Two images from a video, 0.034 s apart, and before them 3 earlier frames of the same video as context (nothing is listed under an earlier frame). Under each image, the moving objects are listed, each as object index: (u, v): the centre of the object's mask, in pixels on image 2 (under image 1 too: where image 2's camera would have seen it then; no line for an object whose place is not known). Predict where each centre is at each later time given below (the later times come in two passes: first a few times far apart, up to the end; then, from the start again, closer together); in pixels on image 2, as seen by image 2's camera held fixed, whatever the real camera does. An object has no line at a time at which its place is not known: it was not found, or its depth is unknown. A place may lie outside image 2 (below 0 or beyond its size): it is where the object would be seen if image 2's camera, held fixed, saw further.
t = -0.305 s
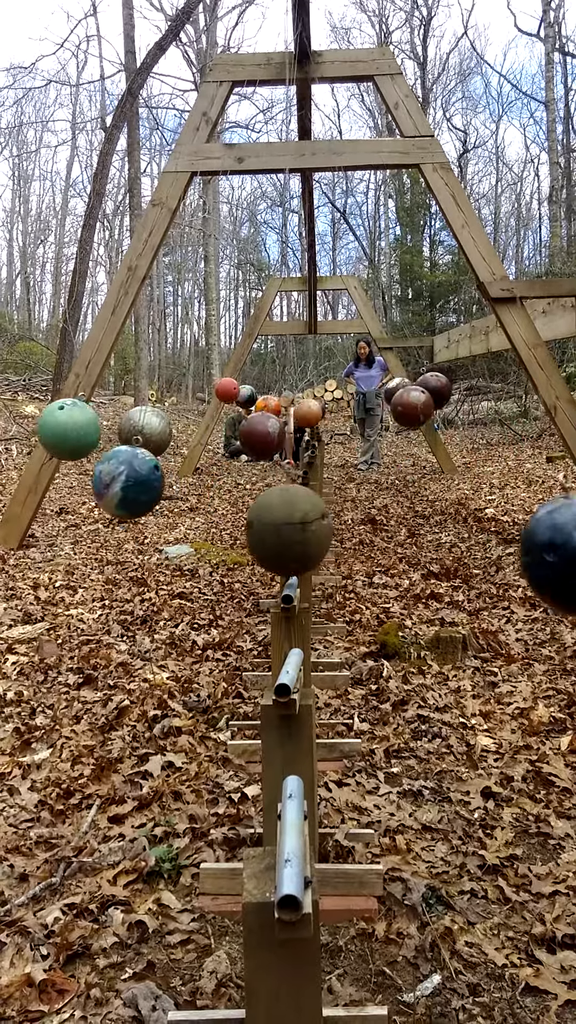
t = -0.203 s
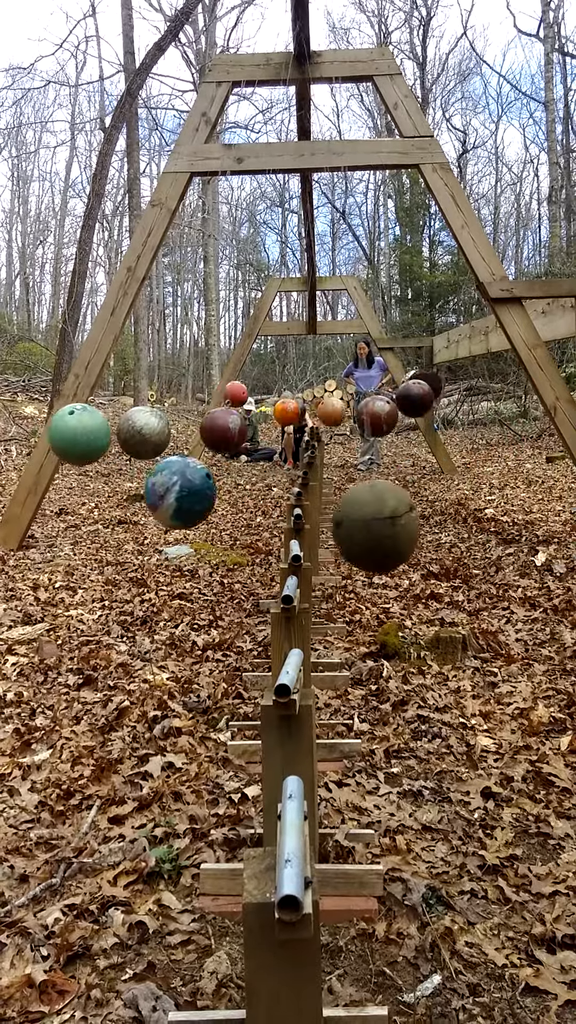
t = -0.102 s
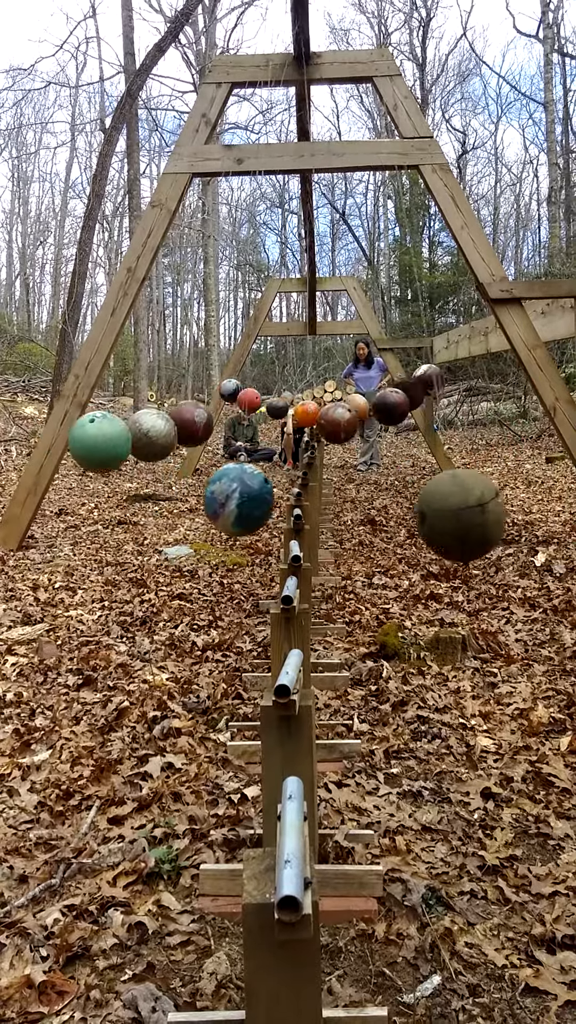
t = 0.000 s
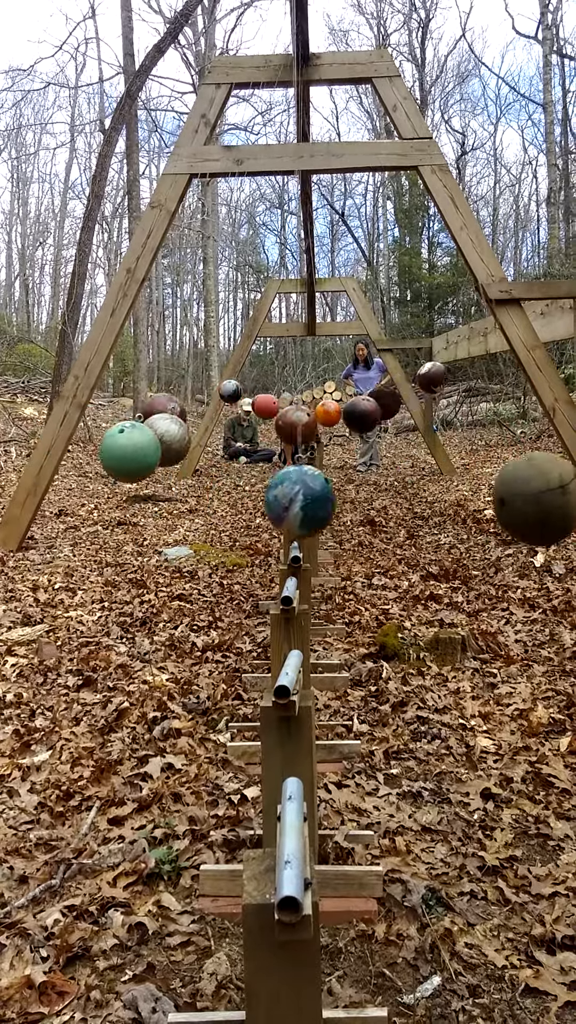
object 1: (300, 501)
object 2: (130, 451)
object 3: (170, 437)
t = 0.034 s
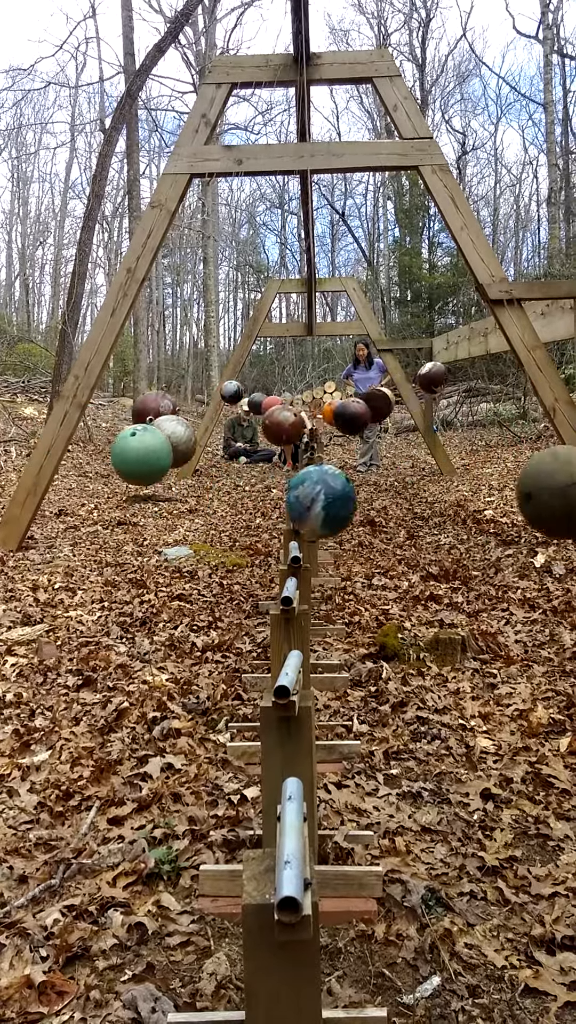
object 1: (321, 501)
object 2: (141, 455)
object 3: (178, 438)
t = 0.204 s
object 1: (422, 490)
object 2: (212, 468)
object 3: (211, 435)
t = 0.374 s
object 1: (509, 470)
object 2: (295, 474)
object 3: (259, 453)
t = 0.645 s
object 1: (567, 440)
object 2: (428, 459)
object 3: (360, 453)
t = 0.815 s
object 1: (572, 435)
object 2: (494, 441)
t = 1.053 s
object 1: (553, 453)
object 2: (539, 411)
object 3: (460, 430)
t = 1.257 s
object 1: (474, 480)
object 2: (545, 422)
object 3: (473, 422)
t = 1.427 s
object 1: (373, 496)
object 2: (513, 434)
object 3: (457, 431)
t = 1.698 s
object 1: (199, 496)
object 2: (406, 464)
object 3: (389, 433)
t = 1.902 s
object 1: (92, 475)
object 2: (299, 474)
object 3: (333, 451)
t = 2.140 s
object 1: (26, 453)
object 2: (180, 463)
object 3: (240, 454)
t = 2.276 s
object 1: (21, 449)
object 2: (126, 451)
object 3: (200, 448)
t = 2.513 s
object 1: (41, 452)
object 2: (80, 425)
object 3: (153, 437)
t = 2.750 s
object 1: (139, 486)
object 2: (76, 435)
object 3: (146, 431)
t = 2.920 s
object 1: (232, 499)
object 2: (113, 447)
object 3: (167, 440)
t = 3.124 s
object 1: (355, 499)
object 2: (189, 464)
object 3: (222, 445)
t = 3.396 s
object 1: (503, 472)
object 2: (320, 473)
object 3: (294, 448)
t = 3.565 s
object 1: (555, 451)
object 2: (403, 464)
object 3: (359, 452)
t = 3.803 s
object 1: (572, 438)
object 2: (497, 440)
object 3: (430, 440)
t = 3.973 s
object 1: (564, 439)
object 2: (533, 424)
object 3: (460, 430)
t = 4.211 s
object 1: (512, 469)
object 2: (547, 418)
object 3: (468, 427)
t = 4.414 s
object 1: (401, 493)
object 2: (507, 436)
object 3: (444, 435)
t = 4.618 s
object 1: (269, 500)
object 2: (430, 458)
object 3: (387, 445)
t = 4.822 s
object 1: (148, 488)
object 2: (327, 473)
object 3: (318, 441)
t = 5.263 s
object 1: (25, 451)
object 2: (123, 449)
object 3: (182, 444)
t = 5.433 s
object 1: (31, 451)
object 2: (84, 436)
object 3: (153, 437)
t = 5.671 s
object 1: (84, 466)
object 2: (69, 426)
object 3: (149, 435)
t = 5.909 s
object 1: (207, 497)
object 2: (119, 449)
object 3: (182, 443)
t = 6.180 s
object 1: (367, 497)
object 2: (227, 470)
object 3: (265, 453)
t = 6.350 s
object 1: (462, 482)
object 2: (310, 473)
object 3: (324, 443)
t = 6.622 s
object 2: (439, 456)
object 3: (398, 443)
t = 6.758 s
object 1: (571, 440)
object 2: (489, 443)
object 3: (435, 437)
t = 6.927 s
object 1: (572, 440)
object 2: (532, 426)
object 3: (463, 430)
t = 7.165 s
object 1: (541, 441)
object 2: (546, 410)
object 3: (465, 429)
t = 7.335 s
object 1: (467, 480)
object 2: (520, 431)
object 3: (439, 433)
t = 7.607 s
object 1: (299, 501)
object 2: (423, 460)
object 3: (367, 452)
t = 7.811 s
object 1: (175, 492)
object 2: (320, 472)
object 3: (287, 452)
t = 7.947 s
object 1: (107, 479)
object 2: (250, 471)
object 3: (249, 439)
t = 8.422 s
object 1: (27, 454)
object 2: (83, 436)
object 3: (150, 436)
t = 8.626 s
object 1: (76, 461)
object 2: (76, 422)
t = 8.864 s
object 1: (158, 483)
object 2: (114, 447)
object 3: (195, 442)
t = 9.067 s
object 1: (279, 501)
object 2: (187, 465)
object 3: (249, 453)
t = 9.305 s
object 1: (418, 491)
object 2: (299, 474)
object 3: (337, 453)
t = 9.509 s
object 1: (517, 468)
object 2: (399, 466)
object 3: (396, 432)
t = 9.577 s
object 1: (542, 460)
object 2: (428, 460)
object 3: (403, 434)
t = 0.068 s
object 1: (341, 500)
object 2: (154, 458)
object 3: (186, 437)
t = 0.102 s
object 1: (362, 498)
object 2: (167, 461)
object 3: (193, 436)
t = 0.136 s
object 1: (382, 495)
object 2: (182, 464)
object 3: (201, 435)
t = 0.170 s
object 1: (403, 493)
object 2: (197, 466)
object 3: (206, 434)
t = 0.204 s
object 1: (422, 490)
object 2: (212, 468)
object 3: (211, 435)
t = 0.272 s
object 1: (459, 483)
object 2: (245, 472)
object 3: (224, 442)
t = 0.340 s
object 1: (493, 474)
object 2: (278, 474)
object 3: (247, 450)
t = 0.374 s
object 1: (509, 470)
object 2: (295, 474)
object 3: (259, 453)
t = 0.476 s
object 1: (547, 457)
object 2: (347, 471)
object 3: (299, 457)
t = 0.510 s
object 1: (553, 453)
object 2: (364, 470)
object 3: (313, 457)
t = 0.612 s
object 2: (413, 462)
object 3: (349, 454)
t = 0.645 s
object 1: (567, 440)
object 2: (428, 459)
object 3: (360, 453)
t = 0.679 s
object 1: (570, 438)
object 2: (443, 456)
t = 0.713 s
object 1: (570, 439)
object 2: (457, 453)
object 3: (382, 450)
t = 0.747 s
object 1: (571, 435)
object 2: (470, 449)
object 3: (393, 448)
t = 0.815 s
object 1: (572, 435)
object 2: (494, 441)
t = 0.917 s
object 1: (567, 431)
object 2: (522, 431)
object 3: (437, 438)
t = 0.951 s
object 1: (567, 428)
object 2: (528, 427)
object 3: (444, 436)
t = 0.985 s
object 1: (562, 433)
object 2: (530, 422)
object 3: (451, 434)
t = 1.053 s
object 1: (553, 453)
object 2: (539, 411)
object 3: (460, 430)
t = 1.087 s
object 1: (547, 457)
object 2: (545, 409)
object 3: (466, 428)
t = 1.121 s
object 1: (539, 461)
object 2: (550, 410)
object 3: (468, 428)
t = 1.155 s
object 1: (525, 466)
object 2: (551, 414)
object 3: (471, 427)
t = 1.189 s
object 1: (509, 470)
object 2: (550, 419)
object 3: (470, 425)
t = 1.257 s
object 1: (474, 480)
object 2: (545, 422)
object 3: (473, 422)
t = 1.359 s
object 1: (416, 491)
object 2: (530, 429)
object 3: (467, 429)
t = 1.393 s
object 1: (395, 494)
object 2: (521, 431)
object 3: (463, 429)
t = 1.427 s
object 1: (373, 496)
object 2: (513, 434)
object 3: (457, 431)
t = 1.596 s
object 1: (262, 501)
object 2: (453, 454)
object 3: (415, 436)
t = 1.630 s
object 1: (241, 500)
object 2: (438, 457)
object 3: (404, 437)
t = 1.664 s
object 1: (219, 498)
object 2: (422, 461)
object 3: (397, 435)
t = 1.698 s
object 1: (199, 496)
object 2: (406, 464)
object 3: (389, 433)
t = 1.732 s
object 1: (179, 493)
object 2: (389, 467)
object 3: (382, 434)
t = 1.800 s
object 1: (141, 487)
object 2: (354, 471)
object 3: (368, 439)
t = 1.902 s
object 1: (92, 475)
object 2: (299, 474)
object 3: (333, 451)
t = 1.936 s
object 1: (78, 471)
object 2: (281, 474)
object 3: (320, 453)
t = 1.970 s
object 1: (65, 468)
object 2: (263, 473)
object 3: (306, 455)
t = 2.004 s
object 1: (54, 464)
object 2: (245, 472)
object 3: (292, 456)
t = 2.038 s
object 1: (44, 461)
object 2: (228, 470)
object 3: (278, 456)
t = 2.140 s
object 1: (26, 453)
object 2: (180, 463)
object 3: (240, 454)
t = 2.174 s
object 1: (24, 452)
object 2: (165, 460)
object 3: (229, 453)
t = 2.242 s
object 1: (21, 450)
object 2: (138, 454)
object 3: (209, 450)
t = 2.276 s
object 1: (21, 449)
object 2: (126, 451)
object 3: (200, 448)
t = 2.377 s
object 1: (31, 444)
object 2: (97, 441)
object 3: (175, 443)
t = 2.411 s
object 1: (30, 440)
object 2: (89, 439)
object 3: (168, 441)
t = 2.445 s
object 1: (31, 440)
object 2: (85, 435)
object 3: (163, 439)
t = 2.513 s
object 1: (41, 452)
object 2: (80, 425)
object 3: (153, 437)
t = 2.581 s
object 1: (65, 466)
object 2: (69, 421)
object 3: (147, 434)
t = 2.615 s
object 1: (80, 472)
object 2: (66, 423)
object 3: (145, 434)
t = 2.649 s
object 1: (93, 475)
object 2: (66, 427)
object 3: (144, 434)
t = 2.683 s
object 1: (107, 479)
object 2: (68, 430)
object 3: (145, 433)
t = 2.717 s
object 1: (122, 483)
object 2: (72, 433)
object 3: (146, 431)
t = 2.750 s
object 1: (139, 486)
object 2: (76, 435)
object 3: (146, 431)
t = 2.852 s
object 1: (193, 495)
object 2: (96, 441)
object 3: (156, 438)
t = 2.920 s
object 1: (232, 499)
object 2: (113, 447)
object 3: (167, 440)
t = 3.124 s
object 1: (355, 499)
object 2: (189, 464)
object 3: (222, 445)
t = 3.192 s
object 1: (395, 495)
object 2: (219, 469)
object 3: (246, 444)
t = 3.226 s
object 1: (415, 491)
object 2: (235, 471)
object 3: (254, 443)
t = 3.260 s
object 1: (434, 488)
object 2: (252, 472)
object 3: (260, 439)
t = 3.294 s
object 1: (452, 484)
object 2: (269, 473)
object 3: (267, 440)
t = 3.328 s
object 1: (470, 480)
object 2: (286, 474)
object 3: (275, 442)
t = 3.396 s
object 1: (503, 472)
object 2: (320, 473)
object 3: (294, 448)
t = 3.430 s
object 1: (517, 468)
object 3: (307, 450)
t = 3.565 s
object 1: (555, 451)
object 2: (403, 464)
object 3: (359, 452)
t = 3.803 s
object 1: (572, 438)
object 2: (497, 440)
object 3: (430, 440)
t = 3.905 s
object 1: (570, 439)
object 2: (524, 430)
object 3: (450, 434)
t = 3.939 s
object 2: (530, 427)
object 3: (456, 432)
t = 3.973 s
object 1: (564, 439)
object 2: (533, 424)
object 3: (460, 430)
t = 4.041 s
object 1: (557, 432)
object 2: (538, 413)
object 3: (467, 428)
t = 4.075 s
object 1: (553, 434)
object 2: (541, 409)
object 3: (469, 427)
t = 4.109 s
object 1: (551, 445)
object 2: (544, 408)
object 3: (470, 427)
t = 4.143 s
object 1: (543, 456)
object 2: (547, 410)
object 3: (470, 426)
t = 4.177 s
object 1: (528, 463)
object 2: (548, 414)
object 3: (470, 427)
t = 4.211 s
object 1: (512, 469)
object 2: (547, 418)
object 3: (468, 427)
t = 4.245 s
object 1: (496, 473)
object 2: (543, 422)
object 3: (465, 425)
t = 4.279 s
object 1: (479, 478)
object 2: (538, 424)
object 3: (464, 425)
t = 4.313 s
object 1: (460, 481)
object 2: (532, 427)
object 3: (461, 426)
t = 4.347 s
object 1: (441, 486)
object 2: (525, 430)
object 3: (458, 429)
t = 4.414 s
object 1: (401, 493)
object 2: (507, 436)
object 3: (444, 435)
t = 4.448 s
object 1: (379, 496)
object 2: (496, 439)
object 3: (437, 437)
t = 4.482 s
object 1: (357, 497)
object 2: (485, 443)
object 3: (428, 439)
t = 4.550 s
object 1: (312, 501)
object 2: (459, 451)
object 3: (408, 443)
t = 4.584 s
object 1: (291, 501)
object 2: (445, 454)
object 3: (398, 445)
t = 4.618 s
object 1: (269, 500)
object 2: (430, 458)
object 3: (387, 445)
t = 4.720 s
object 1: (205, 496)
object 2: (380, 467)
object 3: (349, 446)
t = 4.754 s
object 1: (185, 494)
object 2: (363, 470)
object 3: (338, 445)
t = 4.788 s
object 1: (166, 491)
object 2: (345, 471)
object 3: (327, 443)
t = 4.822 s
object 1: (148, 488)
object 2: (327, 473)
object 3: (318, 441)
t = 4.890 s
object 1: (114, 481)
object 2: (291, 473)
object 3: (303, 442)
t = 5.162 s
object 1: (30, 455)
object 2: (160, 459)
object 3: (211, 449)
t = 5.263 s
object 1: (25, 451)
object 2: (123, 449)
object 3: (182, 444)
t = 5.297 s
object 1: (25, 450)
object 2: (112, 447)
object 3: (174, 443)
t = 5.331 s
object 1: (25, 451)
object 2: (103, 443)
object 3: (168, 441)
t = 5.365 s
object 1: (25, 451)
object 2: (95, 441)
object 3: (163, 440)
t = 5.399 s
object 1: (26, 453)
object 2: (88, 438)
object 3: (157, 438)
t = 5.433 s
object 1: (31, 451)
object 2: (84, 436)
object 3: (153, 437)
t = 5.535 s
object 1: (51, 447)
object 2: (77, 425)
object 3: (146, 435)
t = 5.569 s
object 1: (57, 449)
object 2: (74, 422)
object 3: (146, 435)
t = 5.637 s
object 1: (73, 459)
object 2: (69, 422)
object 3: (147, 435)
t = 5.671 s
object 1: (84, 466)
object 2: (69, 426)
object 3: (149, 435)
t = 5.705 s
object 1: (100, 474)
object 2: (73, 431)
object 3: (151, 435)
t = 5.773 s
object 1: (135, 485)
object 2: (86, 438)
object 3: (160, 435)
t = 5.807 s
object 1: (152, 489)
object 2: (93, 441)
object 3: (165, 435)
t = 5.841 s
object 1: (170, 492)
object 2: (101, 443)
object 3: (169, 437)
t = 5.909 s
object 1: (207, 497)
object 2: (119, 449)
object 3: (182, 443)
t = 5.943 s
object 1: (226, 498)
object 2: (129, 452)
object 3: (190, 446)
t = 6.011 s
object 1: (265, 500)
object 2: (153, 457)
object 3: (208, 449)
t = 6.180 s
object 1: (367, 497)
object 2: (227, 470)
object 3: (265, 453)
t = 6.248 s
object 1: (407, 492)
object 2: (259, 473)
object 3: (291, 451)
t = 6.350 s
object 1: (462, 482)
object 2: (310, 473)
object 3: (324, 443)
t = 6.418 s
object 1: (495, 474)
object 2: (344, 471)
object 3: (339, 439)
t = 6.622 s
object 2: (439, 456)
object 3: (398, 443)
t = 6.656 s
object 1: (563, 447)
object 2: (452, 453)
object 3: (409, 442)
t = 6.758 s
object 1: (571, 440)
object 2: (489, 443)
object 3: (435, 437)
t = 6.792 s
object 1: (572, 440)
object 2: (500, 439)
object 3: (443, 436)
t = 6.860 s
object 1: (573, 439)
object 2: (518, 433)
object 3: (455, 432)
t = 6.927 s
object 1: (572, 440)
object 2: (532, 426)
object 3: (463, 430)
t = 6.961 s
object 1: (571, 442)
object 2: (535, 424)
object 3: (465, 429)
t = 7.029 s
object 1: (565, 446)
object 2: (538, 416)
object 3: (469, 428)
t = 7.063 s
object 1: (558, 443)
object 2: (539, 413)
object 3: (469, 428)
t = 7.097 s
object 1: (550, 441)
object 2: (541, 409)
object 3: (469, 428)
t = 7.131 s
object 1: (545, 439)
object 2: (544, 409)
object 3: (467, 428)
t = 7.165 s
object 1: (541, 441)
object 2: (546, 410)
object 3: (465, 429)
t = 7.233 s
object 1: (522, 456)
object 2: (542, 419)
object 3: (457, 431)
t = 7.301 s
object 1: (487, 472)
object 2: (528, 428)
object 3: (446, 432)
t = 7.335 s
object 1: (467, 480)
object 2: (520, 431)
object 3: (439, 433)
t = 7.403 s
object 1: (426, 490)
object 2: (501, 438)
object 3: (427, 435)
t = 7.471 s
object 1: (385, 495)
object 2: (479, 445)
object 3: (410, 442)
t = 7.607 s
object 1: (299, 501)
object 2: (423, 460)
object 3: (367, 452)
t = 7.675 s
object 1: (256, 500)
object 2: (390, 465)
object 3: (342, 454)
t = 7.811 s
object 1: (175, 492)
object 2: (320, 472)
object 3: (287, 452)
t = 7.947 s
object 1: (107, 479)
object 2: (250, 471)
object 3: (249, 439)
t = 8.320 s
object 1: (26, 452)
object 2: (102, 443)
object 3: (159, 439)
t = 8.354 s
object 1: (26, 452)
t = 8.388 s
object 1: (26, 452)
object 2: (87, 438)
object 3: (152, 437)
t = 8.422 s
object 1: (27, 454)
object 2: (83, 436)
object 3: (150, 436)
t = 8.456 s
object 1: (29, 455)
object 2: (80, 433)
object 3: (148, 436)
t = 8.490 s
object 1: (32, 457)
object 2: (80, 431)
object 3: (148, 435)
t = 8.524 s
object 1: (41, 457)
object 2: (79, 428)
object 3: (148, 435)
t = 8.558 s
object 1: (51, 458)
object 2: (78, 425)
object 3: (149, 436)
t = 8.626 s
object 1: (76, 461)
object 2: (76, 422)
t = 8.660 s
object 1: (83, 460)
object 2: (78, 425)
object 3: (157, 438)
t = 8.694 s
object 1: (95, 459)
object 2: (77, 426)
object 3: (161, 440)
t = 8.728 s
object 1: (103, 461)
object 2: (80, 430)
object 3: (166, 441)
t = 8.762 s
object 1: (115, 464)
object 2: (87, 435)
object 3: (172, 442)
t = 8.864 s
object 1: (158, 483)
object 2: (114, 447)
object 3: (195, 442)
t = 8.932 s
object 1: (197, 493)
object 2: (135, 453)
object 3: (212, 445)
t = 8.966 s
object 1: (218, 497)
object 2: (147, 456)
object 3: (220, 446)
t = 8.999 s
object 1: (239, 500)
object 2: (159, 459)
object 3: (229, 449)
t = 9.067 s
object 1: (279, 501)
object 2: (187, 465)
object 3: (249, 453)
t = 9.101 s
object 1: (299, 501)
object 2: (202, 467)
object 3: (261, 455)
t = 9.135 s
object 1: (319, 501)
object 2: (217, 469)
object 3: (274, 457)
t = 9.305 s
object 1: (418, 491)
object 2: (299, 474)
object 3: (337, 453)
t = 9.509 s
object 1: (517, 468)
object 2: (399, 466)
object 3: (396, 432)
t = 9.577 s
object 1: (542, 460)
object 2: (428, 460)
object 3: (403, 434)
